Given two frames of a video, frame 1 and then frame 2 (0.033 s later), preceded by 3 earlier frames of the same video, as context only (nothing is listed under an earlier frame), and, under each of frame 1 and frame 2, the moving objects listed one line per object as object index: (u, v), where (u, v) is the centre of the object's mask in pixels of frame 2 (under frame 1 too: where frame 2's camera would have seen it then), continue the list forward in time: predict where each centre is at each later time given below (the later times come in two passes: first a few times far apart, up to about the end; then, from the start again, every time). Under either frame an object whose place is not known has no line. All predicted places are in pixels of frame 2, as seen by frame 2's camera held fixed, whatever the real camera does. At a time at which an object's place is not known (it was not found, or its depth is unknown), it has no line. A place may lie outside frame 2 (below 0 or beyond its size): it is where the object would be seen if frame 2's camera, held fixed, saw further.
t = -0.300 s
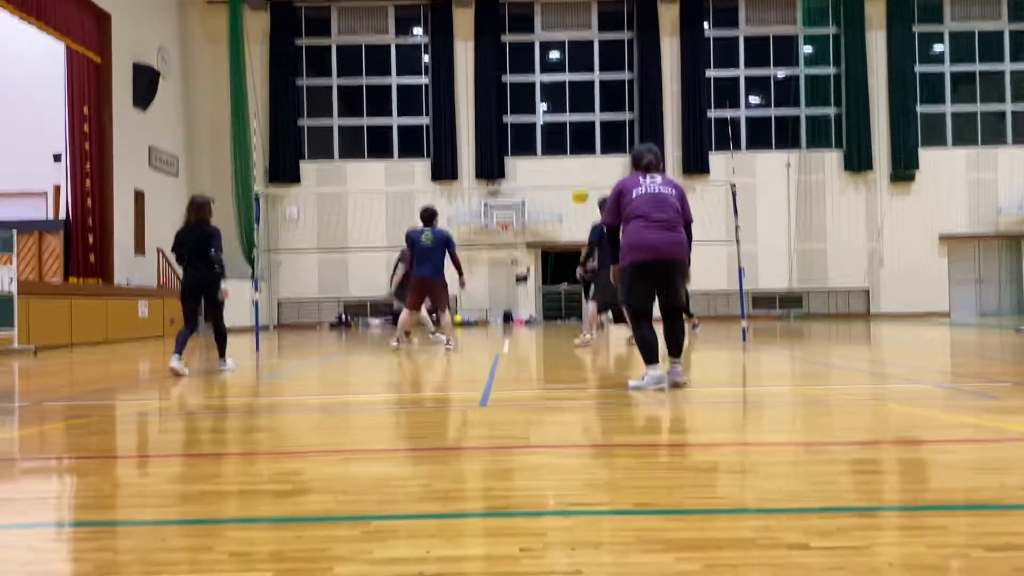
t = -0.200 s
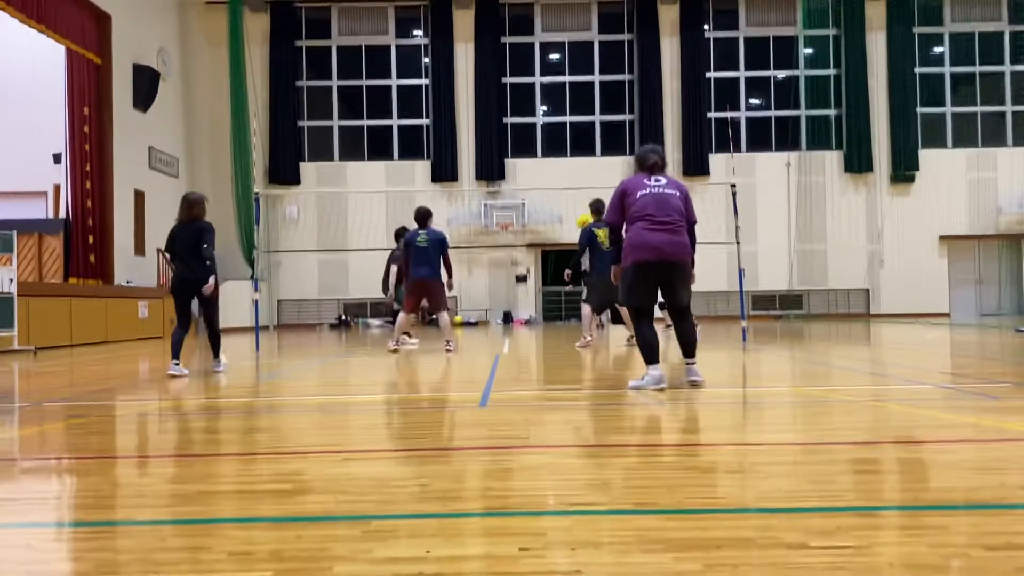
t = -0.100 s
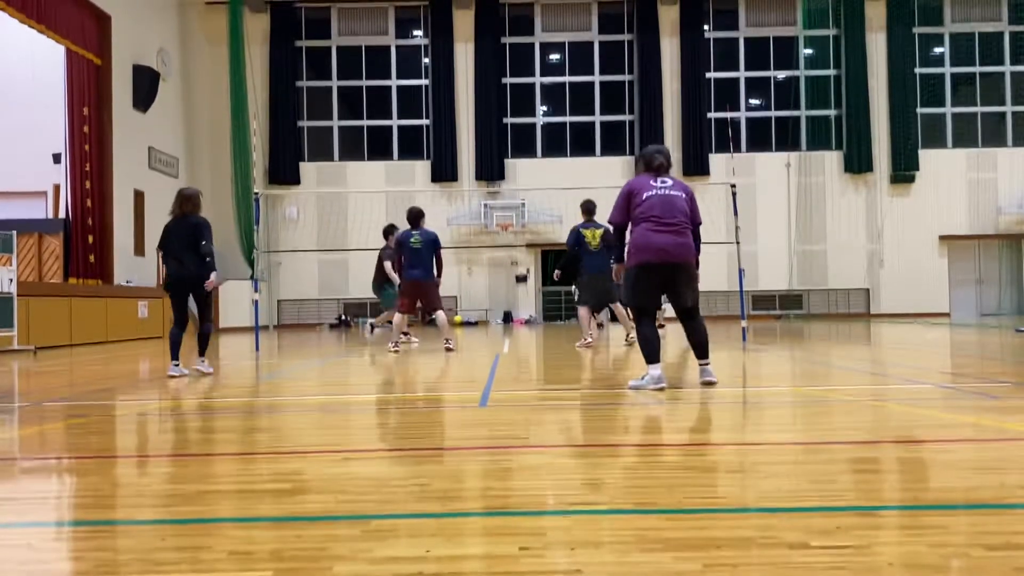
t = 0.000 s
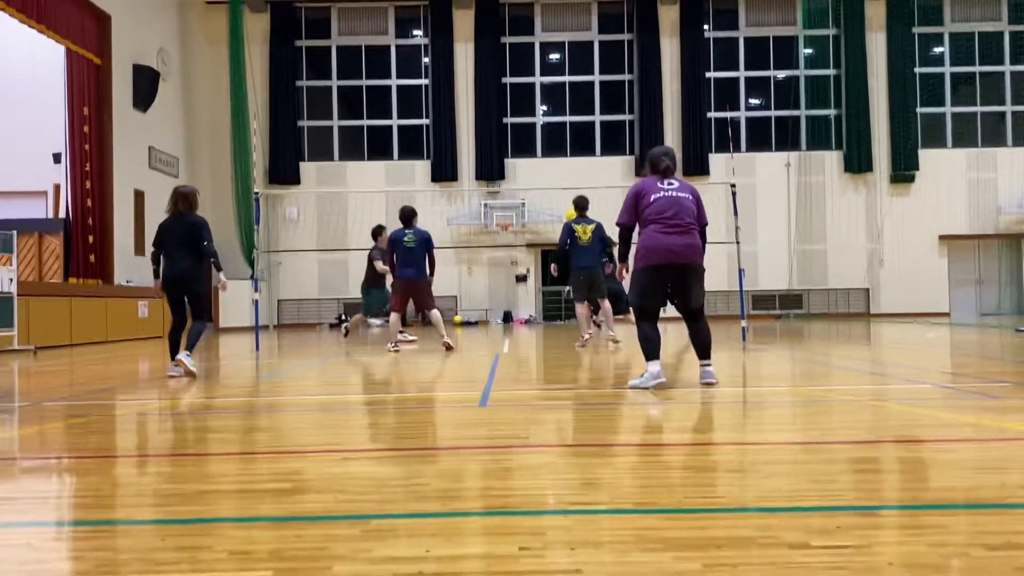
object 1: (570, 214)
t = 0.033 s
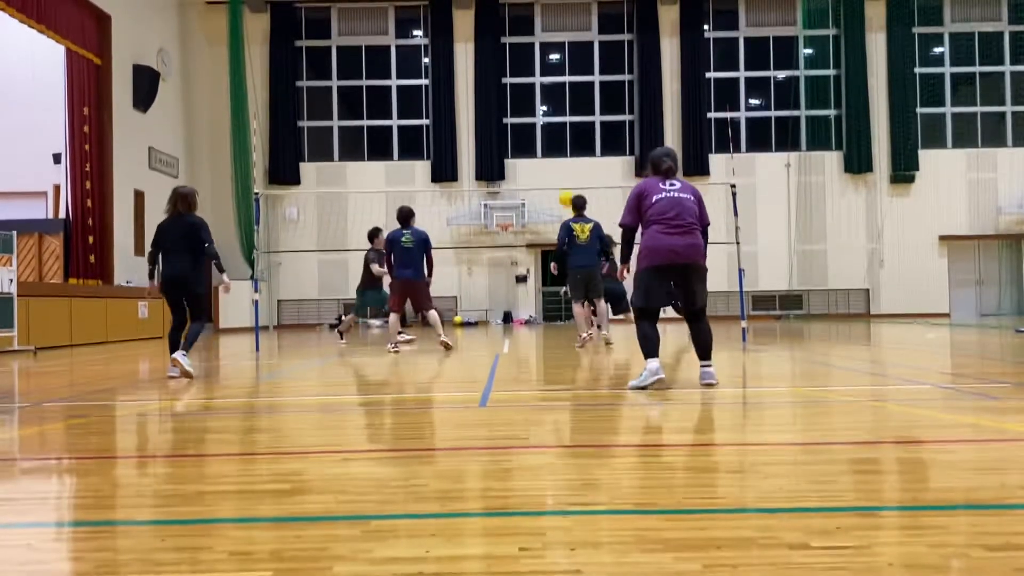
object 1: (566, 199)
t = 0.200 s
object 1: (534, 121)
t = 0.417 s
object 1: (493, 51)
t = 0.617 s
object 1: (456, 16)
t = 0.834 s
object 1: (419, 9)
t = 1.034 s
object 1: (385, 32)
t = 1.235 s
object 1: (355, 80)
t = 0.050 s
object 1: (564, 189)
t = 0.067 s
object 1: (561, 181)
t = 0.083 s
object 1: (557, 174)
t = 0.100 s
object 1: (554, 163)
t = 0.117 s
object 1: (550, 156)
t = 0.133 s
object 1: (547, 149)
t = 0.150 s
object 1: (544, 143)
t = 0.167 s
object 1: (541, 135)
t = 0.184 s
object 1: (538, 128)
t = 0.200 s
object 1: (534, 121)
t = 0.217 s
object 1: (530, 114)
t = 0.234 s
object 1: (528, 108)
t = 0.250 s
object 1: (524, 102)
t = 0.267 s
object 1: (521, 96)
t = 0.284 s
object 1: (518, 90)
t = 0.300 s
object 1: (515, 84)
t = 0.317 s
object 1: (511, 80)
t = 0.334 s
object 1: (508, 74)
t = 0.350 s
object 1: (505, 69)
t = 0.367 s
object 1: (502, 65)
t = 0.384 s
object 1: (499, 60)
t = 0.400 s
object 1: (496, 55)
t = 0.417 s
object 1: (493, 51)
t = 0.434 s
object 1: (490, 47)
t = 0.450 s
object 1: (486, 43)
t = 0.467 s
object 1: (484, 40)
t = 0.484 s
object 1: (481, 36)
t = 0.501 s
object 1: (478, 33)
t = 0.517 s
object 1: (475, 30)
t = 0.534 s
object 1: (471, 27)
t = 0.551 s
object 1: (469, 25)
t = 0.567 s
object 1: (465, 21)
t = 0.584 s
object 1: (463, 19)
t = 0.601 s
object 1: (460, 17)
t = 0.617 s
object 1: (456, 16)
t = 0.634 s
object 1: (453, 14)
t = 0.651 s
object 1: (450, 13)
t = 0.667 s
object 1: (448, 12)
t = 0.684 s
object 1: (445, 10)
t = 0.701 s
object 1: (441, 10)
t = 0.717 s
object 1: (438, 9)
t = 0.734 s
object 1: (435, 9)
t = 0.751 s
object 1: (433, 8)
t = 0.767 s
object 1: (430, 9)
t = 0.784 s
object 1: (427, 8)
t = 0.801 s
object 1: (424, 8)
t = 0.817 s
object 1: (421, 9)
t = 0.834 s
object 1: (419, 9)
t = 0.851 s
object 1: (416, 10)
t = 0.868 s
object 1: (413, 11)
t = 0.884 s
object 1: (410, 12)
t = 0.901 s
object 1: (407, 14)
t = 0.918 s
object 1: (405, 15)
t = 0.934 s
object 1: (402, 14)
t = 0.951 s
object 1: (400, 20)
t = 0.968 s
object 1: (396, 21)
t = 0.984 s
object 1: (393, 21)
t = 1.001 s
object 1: (391, 27)
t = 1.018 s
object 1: (388, 25)
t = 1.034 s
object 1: (385, 32)
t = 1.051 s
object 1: (382, 34)
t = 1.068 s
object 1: (380, 37)
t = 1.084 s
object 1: (377, 41)
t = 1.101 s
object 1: (375, 45)
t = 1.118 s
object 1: (372, 48)
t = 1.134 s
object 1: (369, 53)
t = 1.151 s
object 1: (367, 56)
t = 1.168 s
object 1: (364, 61)
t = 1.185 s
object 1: (362, 66)
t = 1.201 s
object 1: (360, 70)
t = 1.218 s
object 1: (357, 75)
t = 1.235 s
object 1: (355, 80)
